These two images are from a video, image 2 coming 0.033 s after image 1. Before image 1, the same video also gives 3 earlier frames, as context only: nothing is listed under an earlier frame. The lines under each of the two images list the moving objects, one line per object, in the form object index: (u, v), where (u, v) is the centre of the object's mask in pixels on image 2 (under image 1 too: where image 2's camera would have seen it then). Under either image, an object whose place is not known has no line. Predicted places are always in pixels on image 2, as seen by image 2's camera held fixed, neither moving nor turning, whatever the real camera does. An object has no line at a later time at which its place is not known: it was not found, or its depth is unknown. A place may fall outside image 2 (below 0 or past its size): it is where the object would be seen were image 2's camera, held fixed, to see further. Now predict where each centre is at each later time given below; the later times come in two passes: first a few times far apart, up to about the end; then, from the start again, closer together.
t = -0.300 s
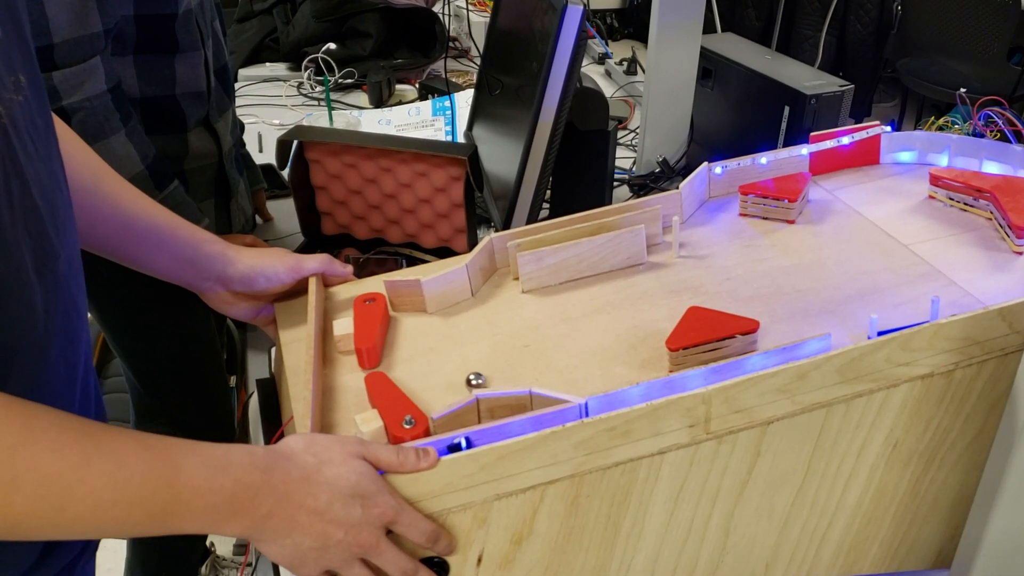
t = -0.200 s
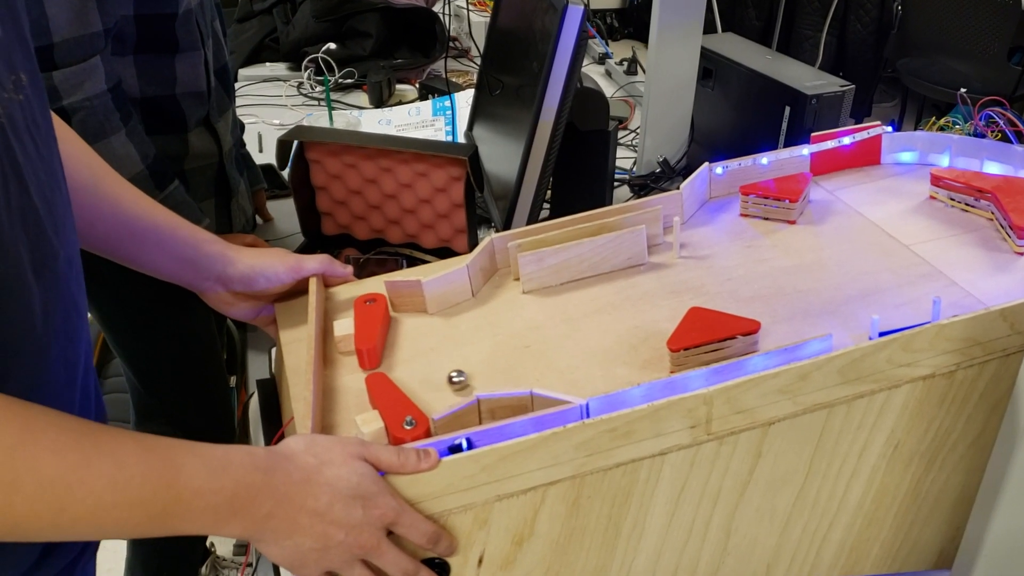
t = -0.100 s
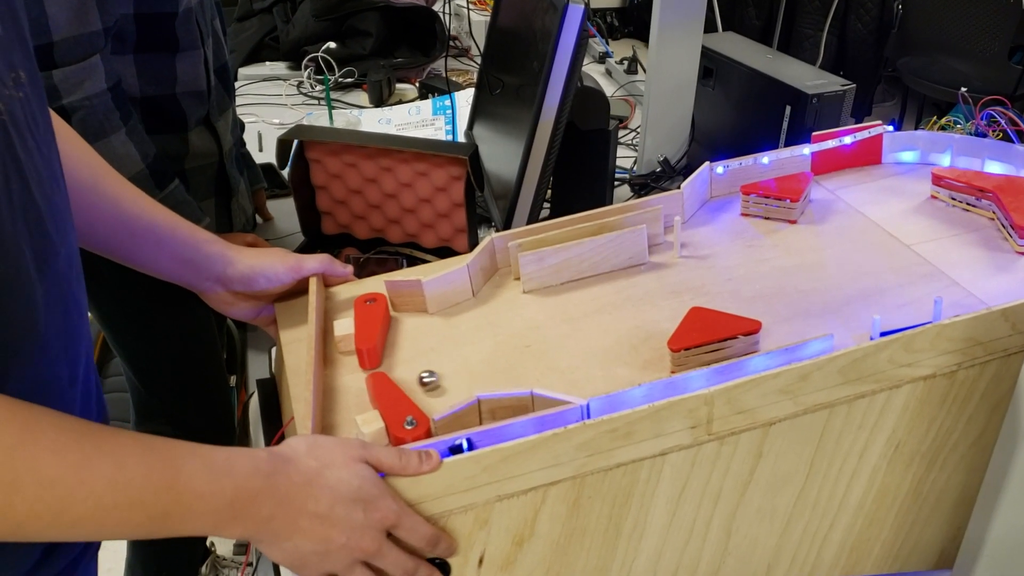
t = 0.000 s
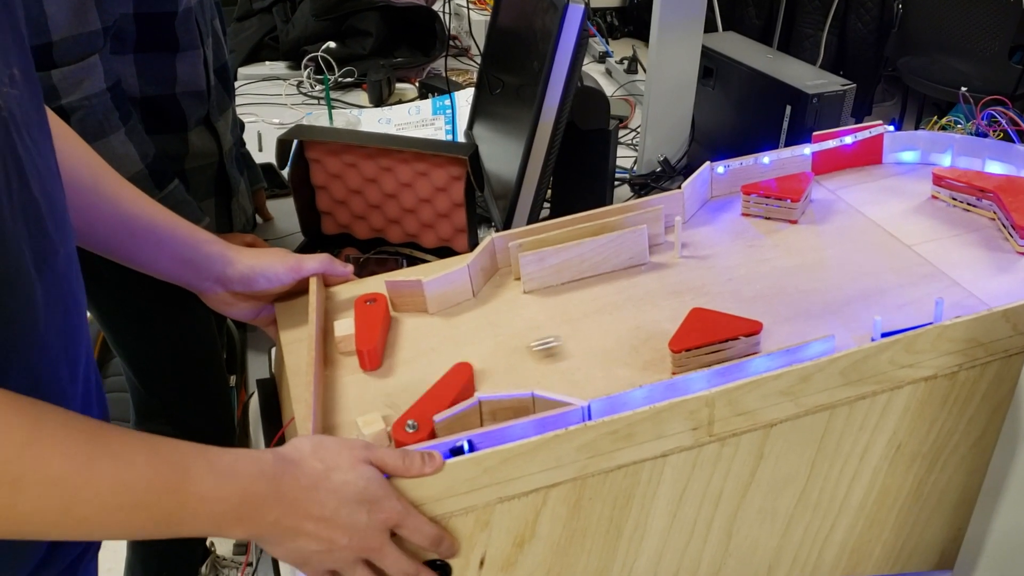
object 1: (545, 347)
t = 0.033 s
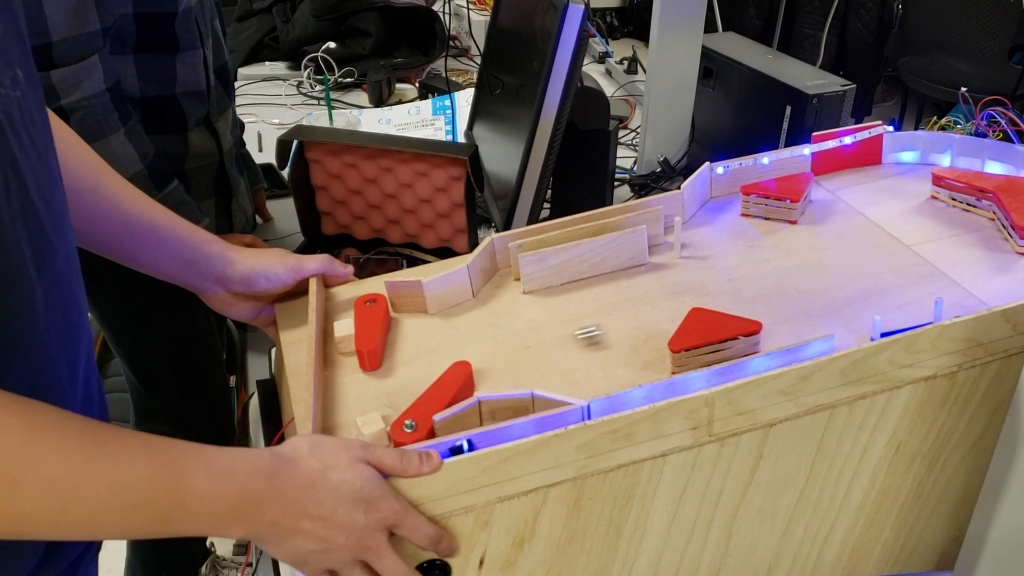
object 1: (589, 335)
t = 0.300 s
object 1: (828, 271)
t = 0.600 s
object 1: (985, 238)
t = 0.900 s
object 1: (934, 256)
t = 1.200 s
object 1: (786, 303)
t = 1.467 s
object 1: (738, 287)
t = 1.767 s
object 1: (711, 256)
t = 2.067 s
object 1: (672, 271)
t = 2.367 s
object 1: (570, 326)
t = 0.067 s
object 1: (628, 325)
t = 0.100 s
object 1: (663, 314)
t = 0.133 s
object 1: (693, 303)
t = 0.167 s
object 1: (724, 298)
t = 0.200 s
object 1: (751, 291)
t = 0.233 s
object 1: (778, 284)
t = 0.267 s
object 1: (803, 277)
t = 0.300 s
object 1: (828, 271)
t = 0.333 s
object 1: (849, 266)
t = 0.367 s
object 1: (871, 261)
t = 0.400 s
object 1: (890, 257)
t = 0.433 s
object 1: (909, 253)
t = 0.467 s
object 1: (926, 250)
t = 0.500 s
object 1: (943, 246)
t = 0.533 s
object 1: (958, 243)
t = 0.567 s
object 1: (972, 240)
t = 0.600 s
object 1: (985, 238)
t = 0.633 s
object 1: (995, 236)
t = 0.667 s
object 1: (997, 235)
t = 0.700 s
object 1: (991, 238)
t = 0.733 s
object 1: (984, 241)
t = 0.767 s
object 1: (976, 243)
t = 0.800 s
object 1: (968, 246)
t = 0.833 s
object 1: (958, 249)
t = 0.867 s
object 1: (946, 253)
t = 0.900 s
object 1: (934, 256)
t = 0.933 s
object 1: (922, 260)
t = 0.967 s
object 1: (909, 264)
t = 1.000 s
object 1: (894, 268)
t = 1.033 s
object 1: (879, 273)
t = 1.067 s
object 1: (862, 277)
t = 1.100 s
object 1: (845, 283)
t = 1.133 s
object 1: (826, 289)
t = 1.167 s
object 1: (807, 295)
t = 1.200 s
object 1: (786, 303)
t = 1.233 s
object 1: (763, 310)
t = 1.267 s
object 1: (741, 313)
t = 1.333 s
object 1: (721, 309)
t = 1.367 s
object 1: (728, 306)
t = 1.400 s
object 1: (733, 300)
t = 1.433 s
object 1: (736, 293)
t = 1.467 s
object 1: (738, 287)
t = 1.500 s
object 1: (739, 282)
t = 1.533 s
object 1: (739, 277)
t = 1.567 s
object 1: (738, 273)
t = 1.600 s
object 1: (736, 269)
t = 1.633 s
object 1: (733, 265)
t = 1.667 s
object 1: (729, 262)
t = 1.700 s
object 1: (724, 259)
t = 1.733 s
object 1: (718, 257)
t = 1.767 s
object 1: (711, 256)
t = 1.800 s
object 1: (704, 254)
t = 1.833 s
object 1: (695, 253)
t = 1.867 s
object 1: (688, 252)
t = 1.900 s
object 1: (688, 255)
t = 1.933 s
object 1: (687, 258)
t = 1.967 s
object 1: (685, 261)
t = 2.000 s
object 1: (681, 264)
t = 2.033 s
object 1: (677, 267)
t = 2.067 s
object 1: (672, 271)
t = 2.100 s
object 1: (665, 276)
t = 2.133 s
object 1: (657, 280)
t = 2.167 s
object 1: (648, 286)
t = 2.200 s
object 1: (638, 291)
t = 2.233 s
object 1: (627, 297)
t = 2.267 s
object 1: (615, 304)
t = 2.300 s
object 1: (601, 310)
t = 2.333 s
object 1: (586, 318)
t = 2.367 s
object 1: (570, 326)
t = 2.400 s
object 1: (552, 334)
